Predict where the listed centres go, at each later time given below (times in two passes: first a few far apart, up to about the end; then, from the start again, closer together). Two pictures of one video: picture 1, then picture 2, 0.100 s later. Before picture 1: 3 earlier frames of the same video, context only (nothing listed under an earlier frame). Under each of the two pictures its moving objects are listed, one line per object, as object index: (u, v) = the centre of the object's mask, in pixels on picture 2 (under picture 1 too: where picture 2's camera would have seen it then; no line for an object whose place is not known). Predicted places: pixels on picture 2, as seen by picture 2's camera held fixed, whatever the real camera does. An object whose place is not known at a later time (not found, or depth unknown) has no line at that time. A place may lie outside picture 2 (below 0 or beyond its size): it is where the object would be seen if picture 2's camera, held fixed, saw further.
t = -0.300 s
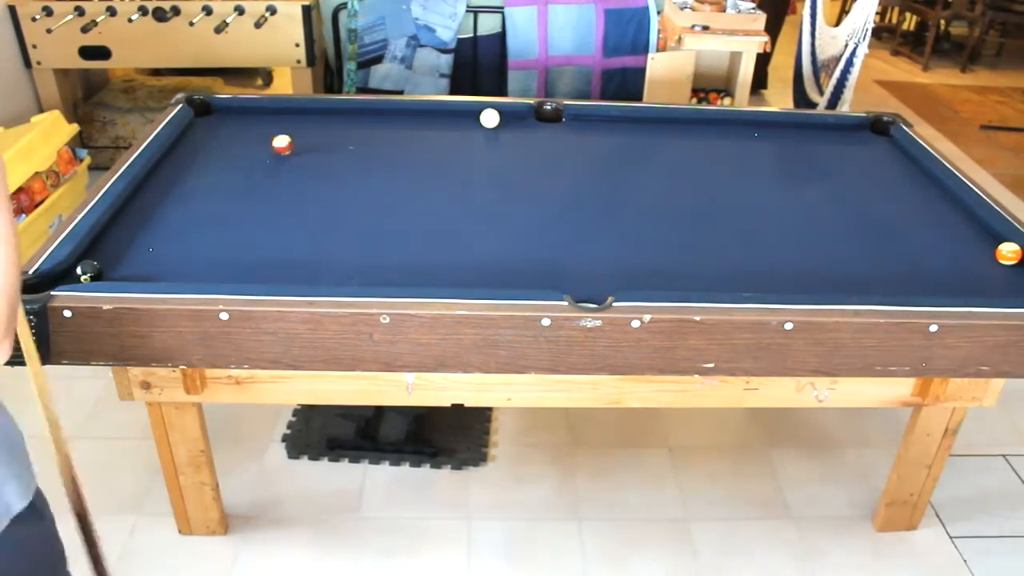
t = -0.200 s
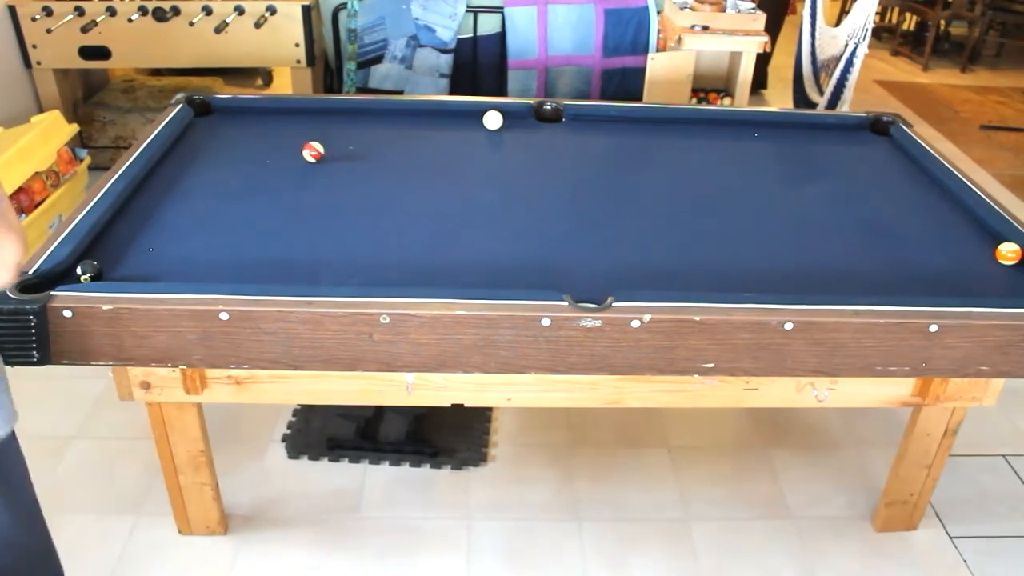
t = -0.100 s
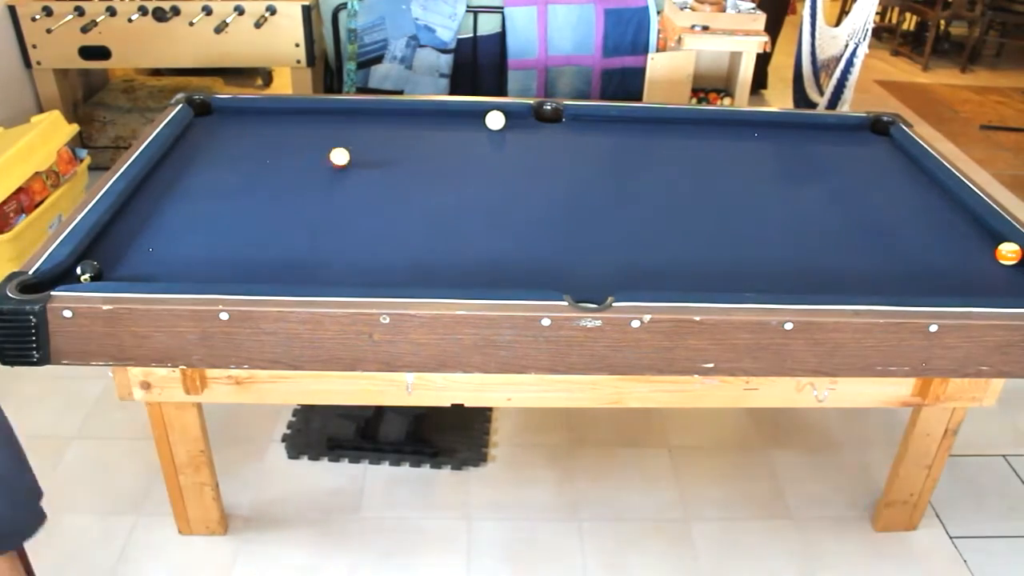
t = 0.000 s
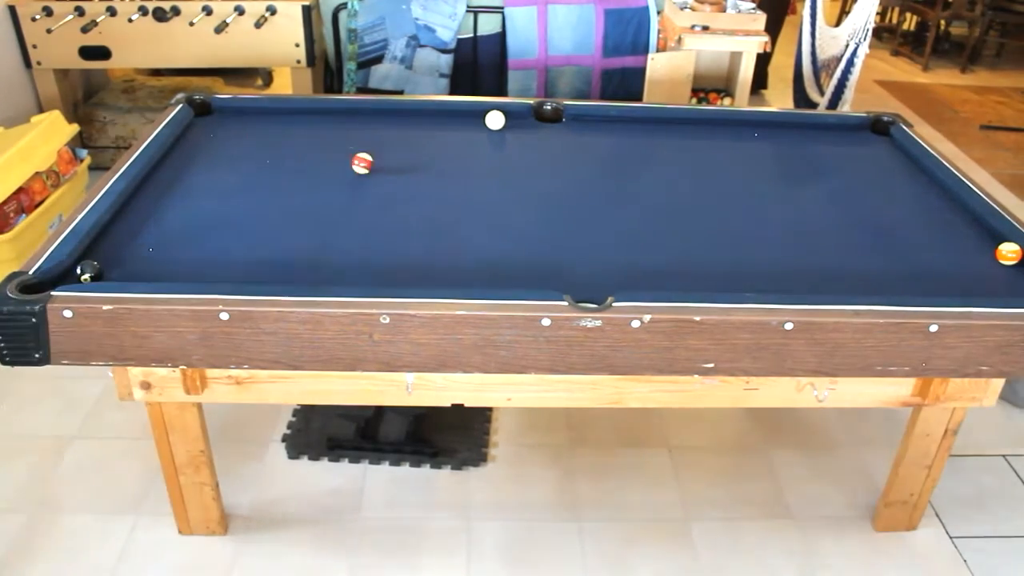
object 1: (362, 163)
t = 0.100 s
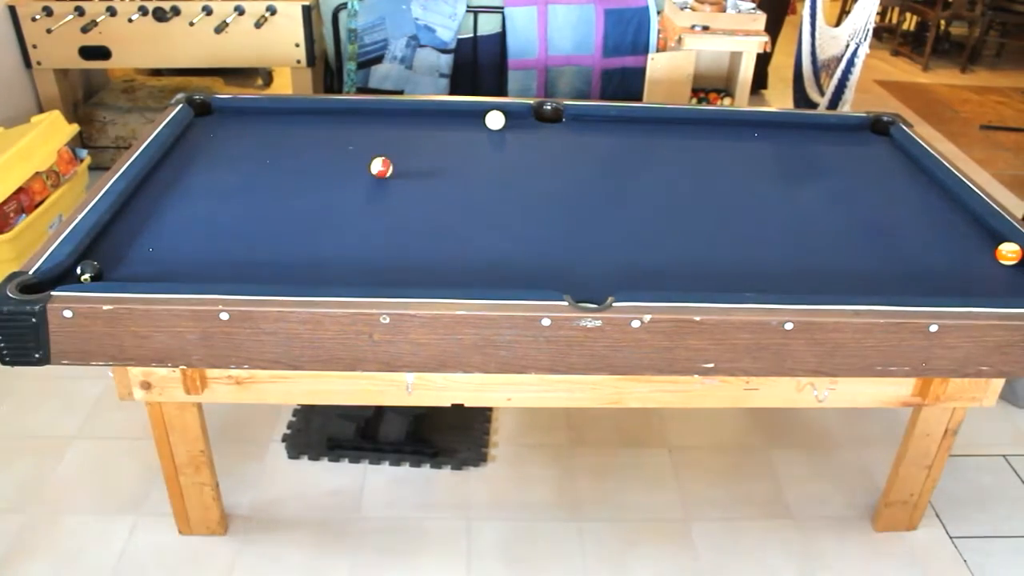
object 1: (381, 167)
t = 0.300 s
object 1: (407, 173)
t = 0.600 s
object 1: (417, 176)
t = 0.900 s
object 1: (416, 176)
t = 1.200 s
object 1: (416, 176)
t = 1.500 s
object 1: (416, 176)
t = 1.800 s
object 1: (416, 176)
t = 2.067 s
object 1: (416, 176)
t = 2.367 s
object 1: (416, 176)
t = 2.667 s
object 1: (416, 176)
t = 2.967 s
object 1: (416, 176)
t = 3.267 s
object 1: (416, 176)
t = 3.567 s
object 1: (416, 176)
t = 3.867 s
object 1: (419, 175)
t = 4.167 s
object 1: (510, 154)
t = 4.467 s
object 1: (579, 143)
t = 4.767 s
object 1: (628, 136)
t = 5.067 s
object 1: (642, 134)
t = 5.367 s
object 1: (642, 133)
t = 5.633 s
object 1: (642, 133)
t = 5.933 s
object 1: (643, 133)
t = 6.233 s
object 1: (642, 133)
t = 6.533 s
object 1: (642, 133)
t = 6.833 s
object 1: (642, 134)
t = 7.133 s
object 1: (642, 134)
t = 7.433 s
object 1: (642, 133)
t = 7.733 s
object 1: (642, 133)
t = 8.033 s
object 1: (642, 133)
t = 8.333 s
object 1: (870, 134)
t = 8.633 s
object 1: (726, 133)
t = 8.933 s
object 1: (637, 123)
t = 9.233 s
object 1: (607, 119)
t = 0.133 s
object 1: (386, 168)
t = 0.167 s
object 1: (392, 169)
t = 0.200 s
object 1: (397, 170)
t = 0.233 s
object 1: (401, 171)
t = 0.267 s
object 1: (404, 172)
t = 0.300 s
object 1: (407, 173)
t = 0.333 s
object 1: (410, 174)
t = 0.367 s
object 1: (412, 174)
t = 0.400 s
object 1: (414, 175)
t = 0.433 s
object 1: (416, 175)
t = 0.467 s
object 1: (417, 175)
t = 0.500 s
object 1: (417, 175)
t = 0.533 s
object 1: (417, 176)
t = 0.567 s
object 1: (417, 176)
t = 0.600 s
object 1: (417, 176)
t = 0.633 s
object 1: (416, 176)
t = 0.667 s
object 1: (416, 176)
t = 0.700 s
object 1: (416, 176)
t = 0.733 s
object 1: (416, 176)
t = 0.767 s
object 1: (416, 176)
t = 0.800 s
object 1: (416, 176)
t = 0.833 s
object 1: (416, 176)
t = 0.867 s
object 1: (416, 176)
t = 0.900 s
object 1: (416, 176)
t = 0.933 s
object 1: (416, 176)
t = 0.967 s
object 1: (416, 176)
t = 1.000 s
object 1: (416, 176)
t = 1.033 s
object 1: (416, 176)
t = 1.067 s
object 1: (416, 176)
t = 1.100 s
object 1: (416, 176)
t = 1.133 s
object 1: (416, 176)
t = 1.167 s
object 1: (416, 176)
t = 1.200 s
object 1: (416, 176)
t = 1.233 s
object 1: (416, 176)
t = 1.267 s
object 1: (416, 176)
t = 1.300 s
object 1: (416, 176)
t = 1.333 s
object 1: (416, 176)
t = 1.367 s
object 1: (416, 176)
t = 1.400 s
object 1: (416, 176)
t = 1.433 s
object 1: (416, 176)
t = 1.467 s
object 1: (416, 176)
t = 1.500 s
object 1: (416, 176)
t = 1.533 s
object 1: (416, 176)
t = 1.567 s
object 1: (416, 176)
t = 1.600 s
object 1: (416, 176)
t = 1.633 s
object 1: (416, 176)
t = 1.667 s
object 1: (416, 176)
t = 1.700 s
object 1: (416, 176)
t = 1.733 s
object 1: (416, 176)
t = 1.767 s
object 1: (416, 176)
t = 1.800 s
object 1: (416, 176)
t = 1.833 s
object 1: (416, 176)
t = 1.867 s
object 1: (416, 176)
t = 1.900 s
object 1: (416, 176)
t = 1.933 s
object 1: (416, 176)
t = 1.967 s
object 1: (416, 176)
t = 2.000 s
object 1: (416, 176)
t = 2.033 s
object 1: (416, 176)
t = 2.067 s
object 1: (416, 176)
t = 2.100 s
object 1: (416, 176)
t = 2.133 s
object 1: (416, 176)
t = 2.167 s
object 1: (416, 176)
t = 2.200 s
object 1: (416, 176)
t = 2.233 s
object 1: (416, 176)
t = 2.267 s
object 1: (416, 176)
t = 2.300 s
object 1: (416, 176)
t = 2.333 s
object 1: (416, 176)
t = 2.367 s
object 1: (416, 176)
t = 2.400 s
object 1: (416, 176)
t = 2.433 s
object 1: (416, 176)
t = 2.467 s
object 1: (416, 176)
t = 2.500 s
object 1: (416, 176)
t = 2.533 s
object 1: (416, 176)
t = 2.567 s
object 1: (416, 176)
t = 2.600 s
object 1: (416, 176)
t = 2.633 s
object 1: (416, 176)
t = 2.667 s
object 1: (416, 176)
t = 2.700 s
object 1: (416, 176)
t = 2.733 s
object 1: (416, 176)
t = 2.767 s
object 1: (416, 176)
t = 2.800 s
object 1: (416, 176)
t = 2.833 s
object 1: (416, 176)
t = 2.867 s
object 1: (416, 176)
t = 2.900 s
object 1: (416, 176)
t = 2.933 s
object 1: (416, 176)
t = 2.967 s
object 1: (416, 176)
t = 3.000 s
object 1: (416, 176)
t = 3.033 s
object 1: (416, 176)
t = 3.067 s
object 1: (416, 176)
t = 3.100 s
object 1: (416, 176)
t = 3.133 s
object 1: (416, 176)
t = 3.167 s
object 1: (416, 176)
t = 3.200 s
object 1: (416, 176)
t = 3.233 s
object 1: (416, 176)
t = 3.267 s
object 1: (416, 176)
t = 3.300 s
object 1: (416, 176)
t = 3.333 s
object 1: (416, 176)
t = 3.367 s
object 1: (416, 176)
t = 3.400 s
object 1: (416, 176)
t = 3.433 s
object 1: (416, 176)
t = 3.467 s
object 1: (416, 176)
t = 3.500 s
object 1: (416, 176)
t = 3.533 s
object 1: (416, 176)
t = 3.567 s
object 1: (416, 176)
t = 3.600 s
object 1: (416, 176)
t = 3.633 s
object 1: (416, 176)
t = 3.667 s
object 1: (416, 176)
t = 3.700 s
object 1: (416, 176)
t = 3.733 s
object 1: (416, 176)
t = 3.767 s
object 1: (416, 176)
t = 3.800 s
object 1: (416, 176)
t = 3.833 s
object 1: (416, 176)
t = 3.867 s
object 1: (419, 175)
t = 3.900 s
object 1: (431, 171)
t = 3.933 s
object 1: (443, 167)
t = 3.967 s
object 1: (453, 165)
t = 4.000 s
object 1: (464, 163)
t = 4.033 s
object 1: (473, 161)
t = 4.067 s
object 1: (483, 159)
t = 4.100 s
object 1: (491, 157)
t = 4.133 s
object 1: (501, 155)
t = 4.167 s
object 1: (510, 154)
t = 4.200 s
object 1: (519, 152)
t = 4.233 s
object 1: (527, 151)
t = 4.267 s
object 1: (535, 150)
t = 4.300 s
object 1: (543, 149)
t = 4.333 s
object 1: (550, 147)
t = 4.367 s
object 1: (559, 146)
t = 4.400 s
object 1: (566, 145)
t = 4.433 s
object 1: (573, 144)
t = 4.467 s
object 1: (579, 143)
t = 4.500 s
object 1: (586, 142)
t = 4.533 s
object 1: (592, 141)
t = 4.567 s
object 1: (597, 141)
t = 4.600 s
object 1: (604, 139)
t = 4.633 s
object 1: (610, 138)
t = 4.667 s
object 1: (614, 138)
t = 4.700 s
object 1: (619, 137)
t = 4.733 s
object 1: (624, 137)
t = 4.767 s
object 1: (628, 136)
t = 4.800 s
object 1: (631, 136)
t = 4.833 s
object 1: (635, 135)
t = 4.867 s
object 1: (638, 135)
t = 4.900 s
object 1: (640, 135)
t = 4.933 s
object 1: (641, 134)
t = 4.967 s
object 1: (643, 134)
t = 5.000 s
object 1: (643, 134)
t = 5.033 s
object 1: (643, 134)
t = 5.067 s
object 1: (642, 134)
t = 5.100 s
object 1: (642, 134)
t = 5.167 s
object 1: (642, 134)
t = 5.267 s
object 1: (642, 133)
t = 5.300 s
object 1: (642, 134)
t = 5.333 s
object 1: (642, 133)
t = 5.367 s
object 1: (642, 133)
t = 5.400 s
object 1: (642, 133)
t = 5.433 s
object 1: (642, 133)
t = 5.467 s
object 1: (642, 133)
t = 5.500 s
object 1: (642, 133)
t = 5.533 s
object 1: (642, 133)
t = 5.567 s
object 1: (642, 133)
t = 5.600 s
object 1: (642, 133)
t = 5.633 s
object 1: (642, 133)
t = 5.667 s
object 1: (642, 133)
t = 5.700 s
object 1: (643, 133)
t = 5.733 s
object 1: (642, 133)
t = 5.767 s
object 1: (642, 133)
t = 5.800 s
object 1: (642, 133)
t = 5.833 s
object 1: (642, 133)
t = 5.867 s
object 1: (642, 133)
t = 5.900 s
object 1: (642, 133)
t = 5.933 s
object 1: (643, 133)
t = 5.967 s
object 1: (642, 133)
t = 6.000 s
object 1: (642, 133)
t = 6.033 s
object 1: (642, 133)
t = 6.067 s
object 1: (642, 133)
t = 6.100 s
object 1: (642, 133)
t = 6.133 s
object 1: (642, 133)
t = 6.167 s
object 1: (643, 133)
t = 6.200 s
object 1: (642, 133)
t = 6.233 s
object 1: (642, 133)
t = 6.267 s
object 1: (642, 133)
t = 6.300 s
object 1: (642, 133)
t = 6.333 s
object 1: (642, 133)
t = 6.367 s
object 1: (642, 133)
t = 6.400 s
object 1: (642, 133)
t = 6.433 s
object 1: (642, 133)
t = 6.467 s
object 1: (642, 134)
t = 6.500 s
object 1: (642, 133)
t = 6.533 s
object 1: (642, 133)
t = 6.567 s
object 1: (642, 133)
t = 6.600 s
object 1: (642, 133)
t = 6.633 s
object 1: (642, 134)
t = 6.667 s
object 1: (642, 134)
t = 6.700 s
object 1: (642, 133)
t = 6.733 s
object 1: (642, 133)
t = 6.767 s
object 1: (642, 133)
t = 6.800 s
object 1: (642, 133)
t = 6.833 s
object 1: (642, 134)
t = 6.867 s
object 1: (642, 134)
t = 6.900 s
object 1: (642, 134)
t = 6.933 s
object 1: (642, 133)
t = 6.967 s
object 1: (642, 133)
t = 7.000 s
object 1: (642, 133)
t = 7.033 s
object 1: (642, 134)
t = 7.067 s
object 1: (642, 133)
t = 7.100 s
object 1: (642, 133)
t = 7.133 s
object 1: (642, 134)
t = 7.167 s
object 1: (642, 133)
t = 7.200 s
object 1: (642, 133)
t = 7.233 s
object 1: (642, 133)
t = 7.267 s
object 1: (642, 133)
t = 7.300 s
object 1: (642, 133)
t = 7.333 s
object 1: (642, 133)
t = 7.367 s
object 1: (642, 133)
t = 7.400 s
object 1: (642, 133)
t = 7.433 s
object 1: (642, 133)
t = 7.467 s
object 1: (642, 133)
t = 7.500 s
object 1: (642, 133)
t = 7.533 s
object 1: (642, 133)
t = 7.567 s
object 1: (642, 133)
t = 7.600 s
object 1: (642, 133)
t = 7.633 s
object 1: (642, 133)
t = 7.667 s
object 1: (642, 133)
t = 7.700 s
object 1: (642, 133)
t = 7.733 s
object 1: (642, 133)
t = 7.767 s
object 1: (642, 133)
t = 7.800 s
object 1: (642, 133)
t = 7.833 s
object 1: (642, 133)
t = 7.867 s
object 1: (642, 133)
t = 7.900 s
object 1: (642, 133)
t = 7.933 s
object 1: (642, 133)
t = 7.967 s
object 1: (642, 133)
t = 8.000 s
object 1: (642, 133)
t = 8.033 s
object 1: (642, 133)
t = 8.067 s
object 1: (642, 133)
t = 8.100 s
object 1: (643, 133)
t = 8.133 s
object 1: (642, 133)
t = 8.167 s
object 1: (692, 129)
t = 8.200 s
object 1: (743, 124)
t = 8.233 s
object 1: (786, 125)
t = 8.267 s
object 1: (826, 130)
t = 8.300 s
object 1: (868, 133)
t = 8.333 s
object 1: (870, 134)
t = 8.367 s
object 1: (853, 134)
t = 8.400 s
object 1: (836, 134)
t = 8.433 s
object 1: (818, 134)
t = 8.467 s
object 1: (803, 133)
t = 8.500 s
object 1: (787, 133)
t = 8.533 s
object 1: (770, 132)
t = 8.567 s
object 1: (756, 133)
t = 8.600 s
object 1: (741, 132)
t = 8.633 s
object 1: (726, 133)
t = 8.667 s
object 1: (710, 132)
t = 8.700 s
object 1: (696, 132)
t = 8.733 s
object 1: (683, 132)
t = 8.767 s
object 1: (673, 130)
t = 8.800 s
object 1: (667, 128)
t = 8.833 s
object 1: (657, 126)
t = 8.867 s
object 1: (650, 124)
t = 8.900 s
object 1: (644, 124)
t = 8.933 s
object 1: (637, 123)
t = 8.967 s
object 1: (631, 122)
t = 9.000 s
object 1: (628, 121)
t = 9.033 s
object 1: (621, 119)
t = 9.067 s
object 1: (617, 118)
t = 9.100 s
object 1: (614, 118)
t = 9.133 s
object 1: (611, 118)
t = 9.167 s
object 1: (610, 118)
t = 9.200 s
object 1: (608, 119)
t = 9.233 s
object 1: (607, 119)
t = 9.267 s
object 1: (607, 119)
